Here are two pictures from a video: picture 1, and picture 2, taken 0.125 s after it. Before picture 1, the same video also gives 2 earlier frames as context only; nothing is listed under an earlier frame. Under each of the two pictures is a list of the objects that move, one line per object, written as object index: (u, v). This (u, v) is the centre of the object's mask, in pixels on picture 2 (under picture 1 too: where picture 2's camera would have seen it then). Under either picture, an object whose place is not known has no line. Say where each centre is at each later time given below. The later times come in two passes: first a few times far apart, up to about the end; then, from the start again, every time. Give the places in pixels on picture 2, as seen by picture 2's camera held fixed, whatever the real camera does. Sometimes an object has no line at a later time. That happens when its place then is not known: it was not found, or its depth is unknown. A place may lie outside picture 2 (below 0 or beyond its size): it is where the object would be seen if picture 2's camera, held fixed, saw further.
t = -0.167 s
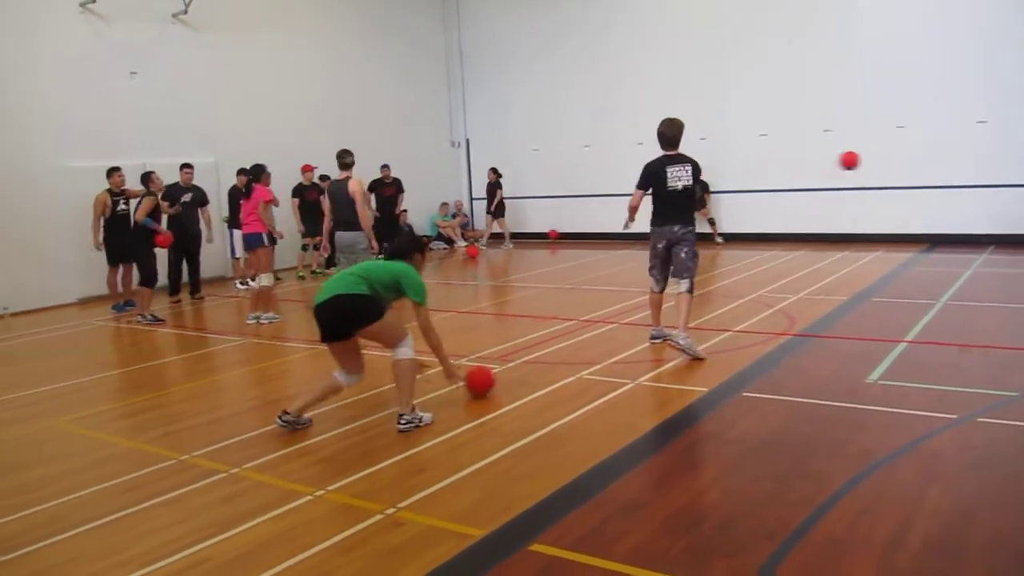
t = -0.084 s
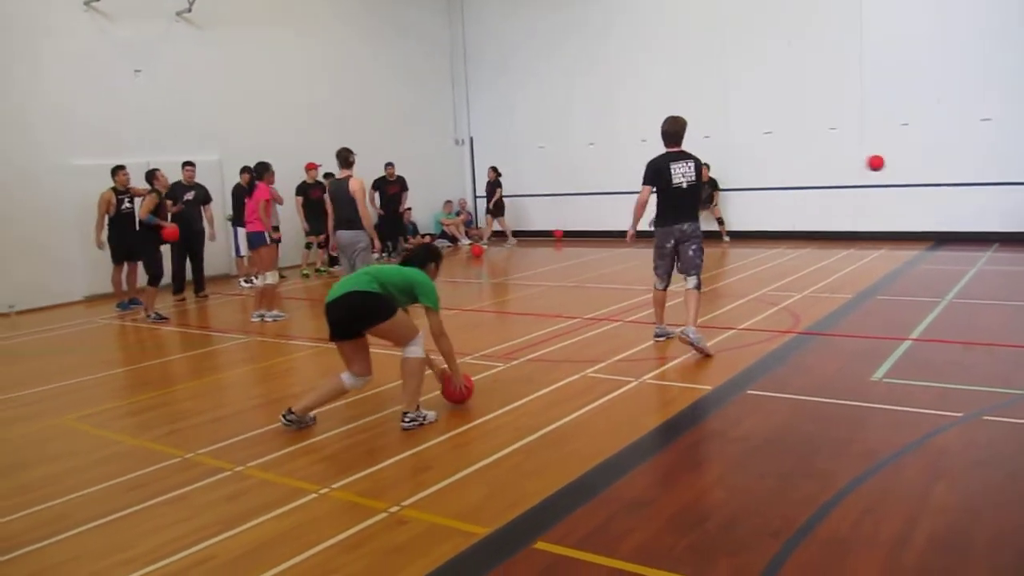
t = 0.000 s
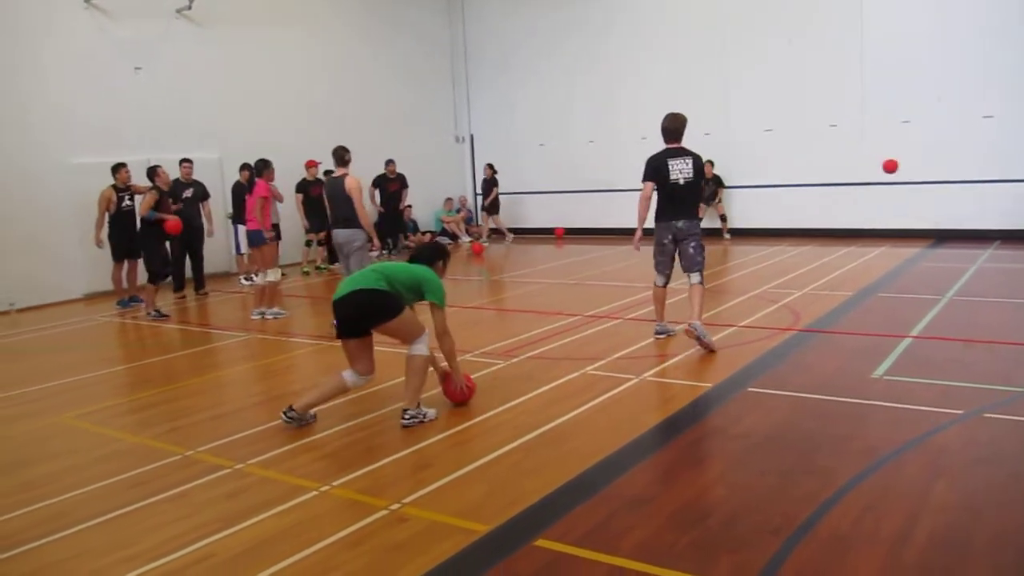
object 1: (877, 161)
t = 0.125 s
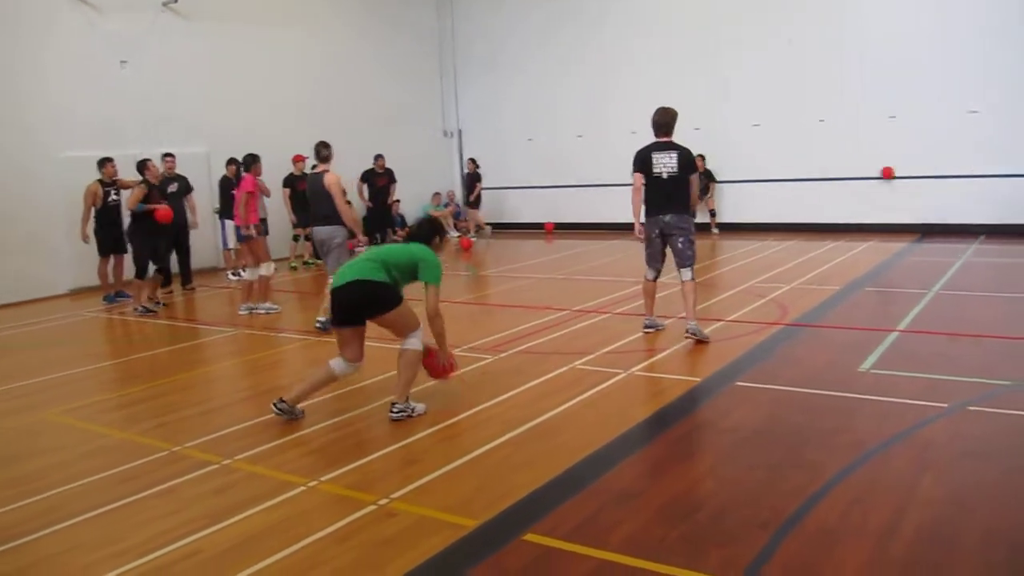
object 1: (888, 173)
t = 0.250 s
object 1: (876, 189)
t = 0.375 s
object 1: (864, 221)
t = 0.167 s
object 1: (884, 177)
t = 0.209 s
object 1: (880, 182)
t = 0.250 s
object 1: (876, 189)
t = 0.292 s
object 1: (872, 198)
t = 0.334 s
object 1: (867, 208)
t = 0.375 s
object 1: (864, 221)
